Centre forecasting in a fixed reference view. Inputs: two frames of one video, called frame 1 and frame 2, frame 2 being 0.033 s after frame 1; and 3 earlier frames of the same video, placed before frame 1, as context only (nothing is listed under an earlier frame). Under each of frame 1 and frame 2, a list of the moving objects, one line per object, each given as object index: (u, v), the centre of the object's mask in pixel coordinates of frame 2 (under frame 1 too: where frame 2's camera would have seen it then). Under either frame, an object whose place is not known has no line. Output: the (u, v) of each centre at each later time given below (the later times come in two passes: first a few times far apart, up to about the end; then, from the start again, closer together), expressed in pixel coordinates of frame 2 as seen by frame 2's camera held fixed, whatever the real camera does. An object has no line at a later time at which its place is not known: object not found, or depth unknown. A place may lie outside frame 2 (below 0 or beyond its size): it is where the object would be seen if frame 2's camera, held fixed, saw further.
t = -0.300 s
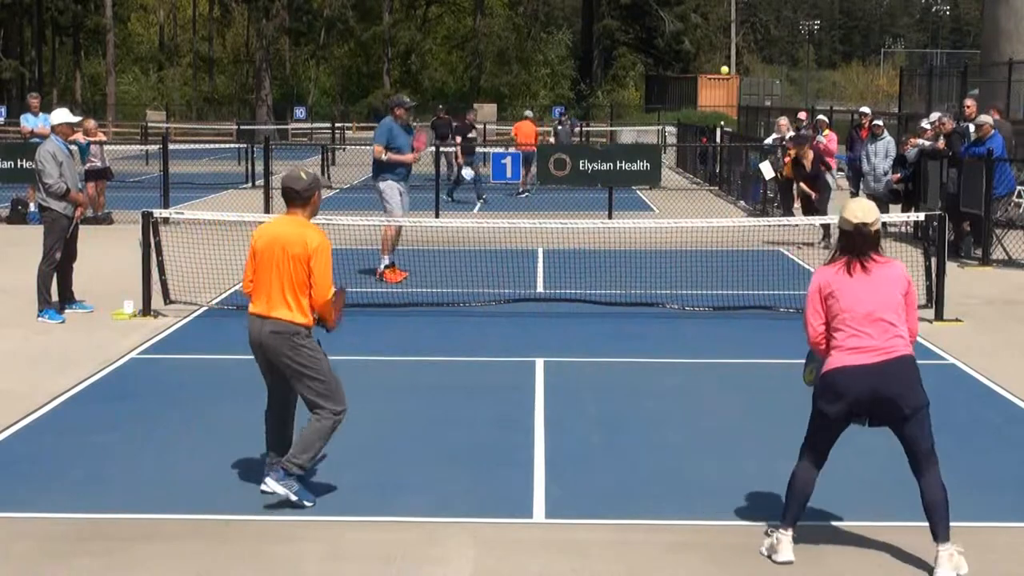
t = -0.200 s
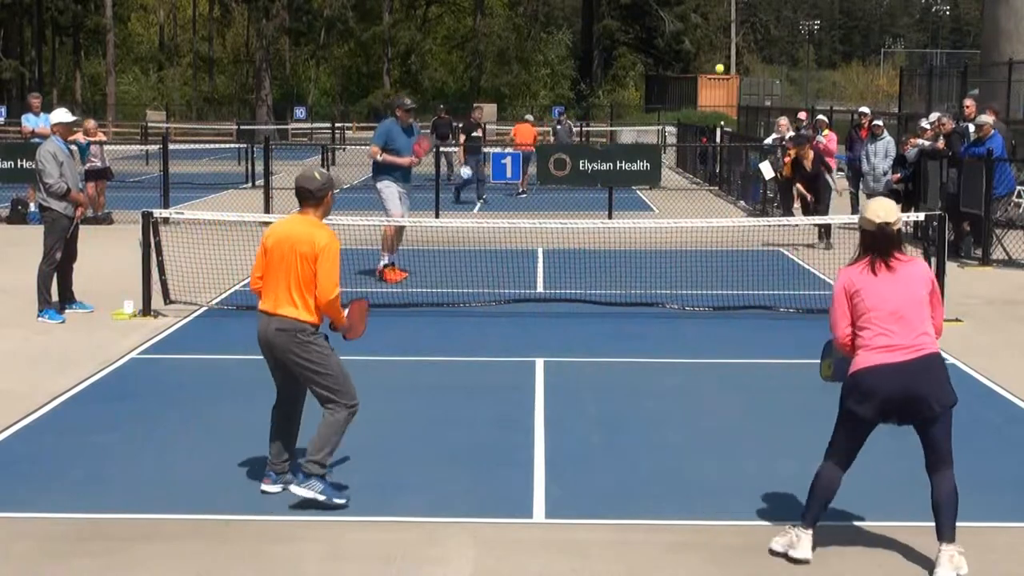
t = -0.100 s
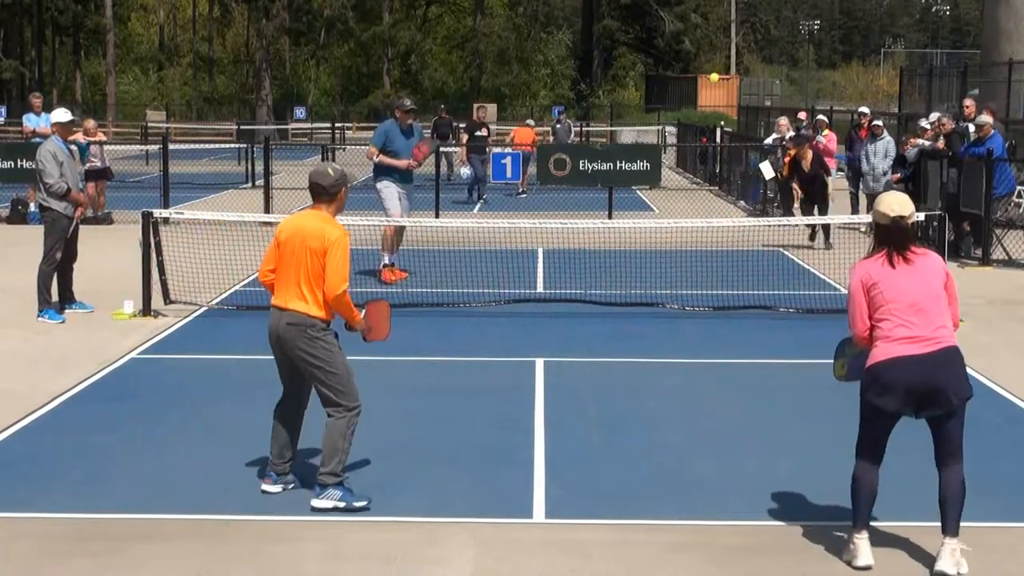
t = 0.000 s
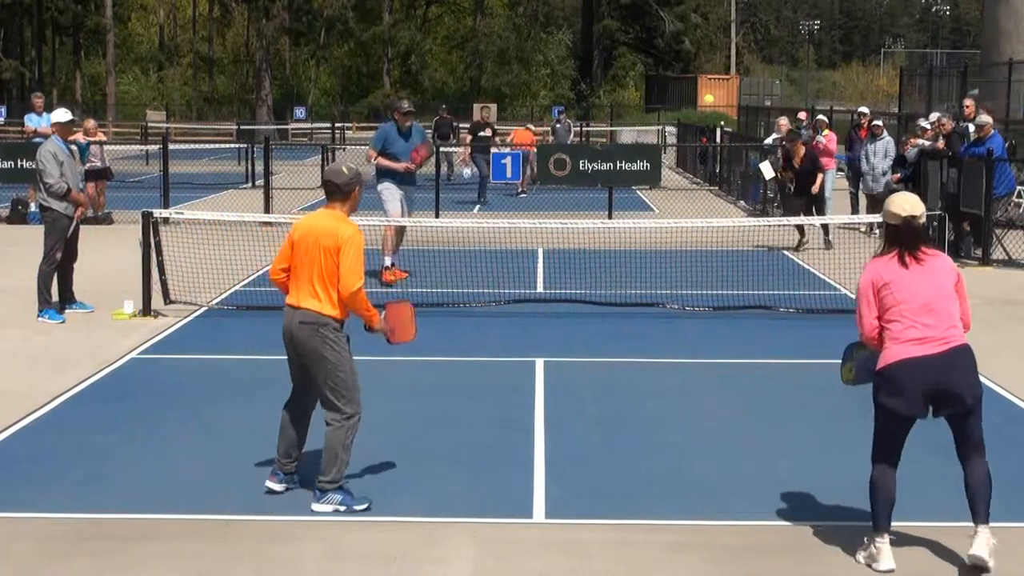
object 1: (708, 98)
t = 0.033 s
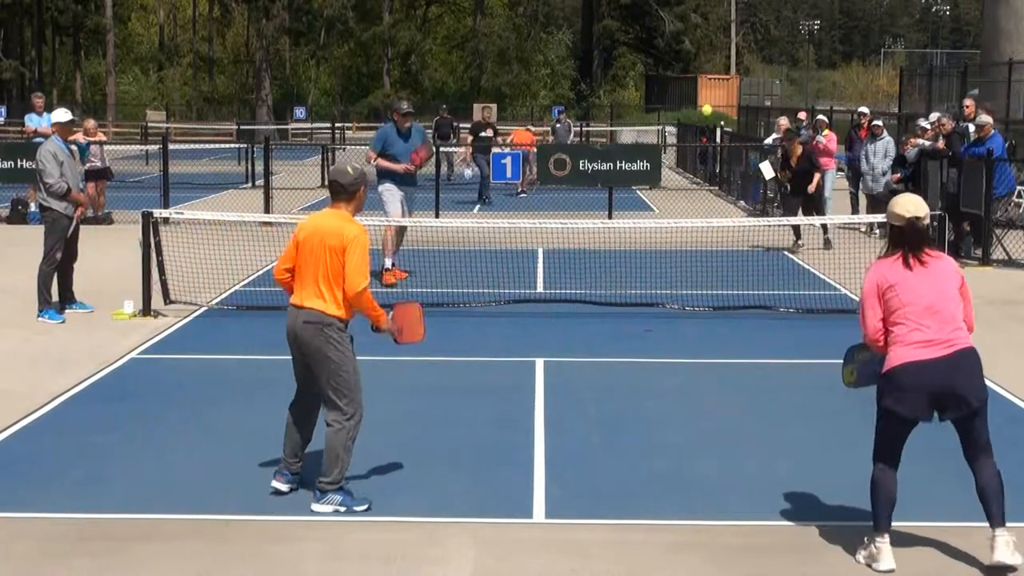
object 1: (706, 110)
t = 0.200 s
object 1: (696, 187)
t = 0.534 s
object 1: (681, 389)
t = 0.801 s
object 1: (696, 326)
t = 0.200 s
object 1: (696, 187)
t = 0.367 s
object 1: (685, 318)
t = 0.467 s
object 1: (677, 424)
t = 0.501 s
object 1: (679, 405)
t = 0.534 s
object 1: (681, 389)
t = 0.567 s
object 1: (683, 375)
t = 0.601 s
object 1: (685, 362)
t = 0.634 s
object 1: (687, 351)
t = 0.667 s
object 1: (689, 342)
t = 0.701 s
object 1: (690, 335)
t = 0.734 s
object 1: (692, 330)
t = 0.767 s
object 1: (694, 327)
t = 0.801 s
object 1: (696, 326)
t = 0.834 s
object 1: (698, 328)
